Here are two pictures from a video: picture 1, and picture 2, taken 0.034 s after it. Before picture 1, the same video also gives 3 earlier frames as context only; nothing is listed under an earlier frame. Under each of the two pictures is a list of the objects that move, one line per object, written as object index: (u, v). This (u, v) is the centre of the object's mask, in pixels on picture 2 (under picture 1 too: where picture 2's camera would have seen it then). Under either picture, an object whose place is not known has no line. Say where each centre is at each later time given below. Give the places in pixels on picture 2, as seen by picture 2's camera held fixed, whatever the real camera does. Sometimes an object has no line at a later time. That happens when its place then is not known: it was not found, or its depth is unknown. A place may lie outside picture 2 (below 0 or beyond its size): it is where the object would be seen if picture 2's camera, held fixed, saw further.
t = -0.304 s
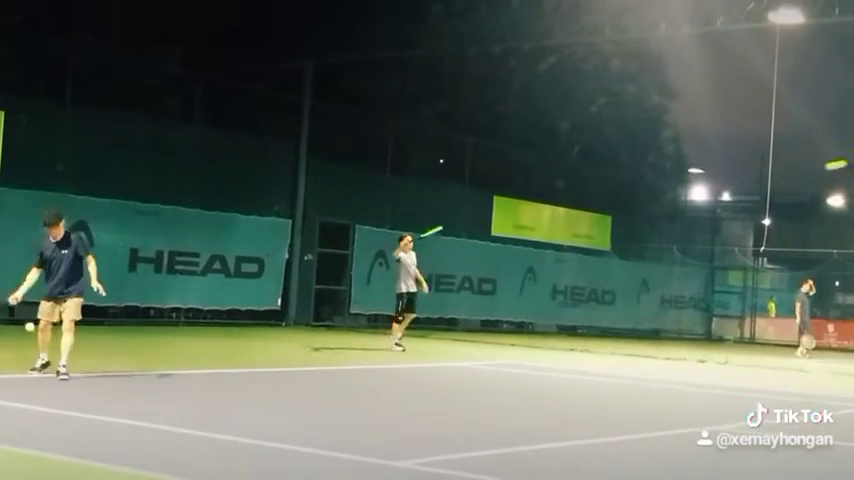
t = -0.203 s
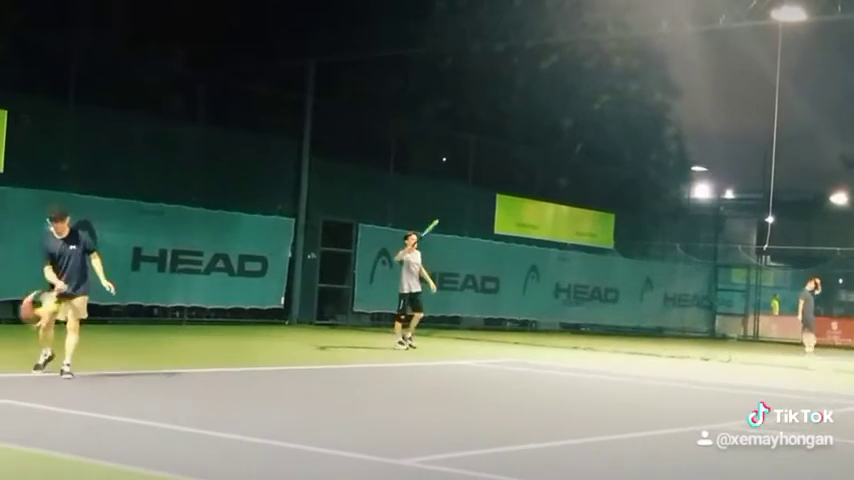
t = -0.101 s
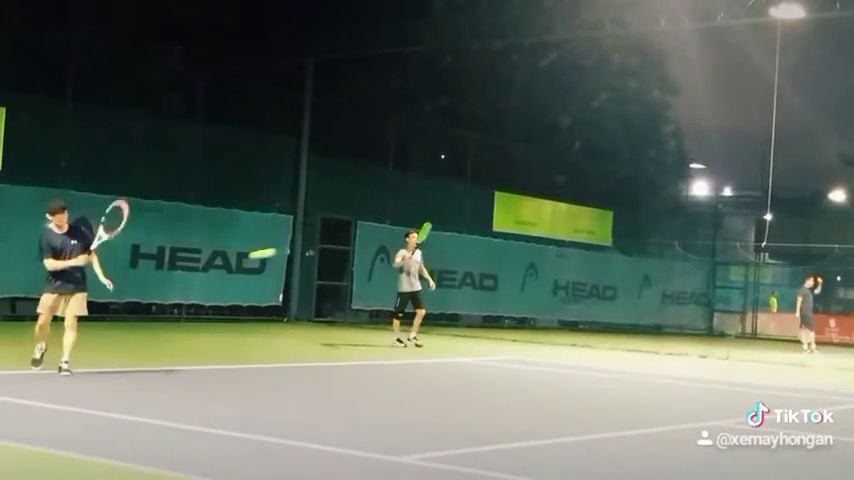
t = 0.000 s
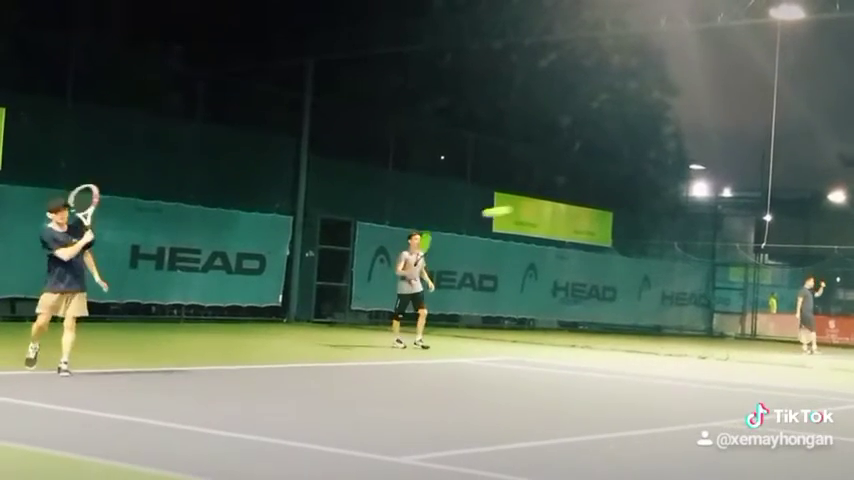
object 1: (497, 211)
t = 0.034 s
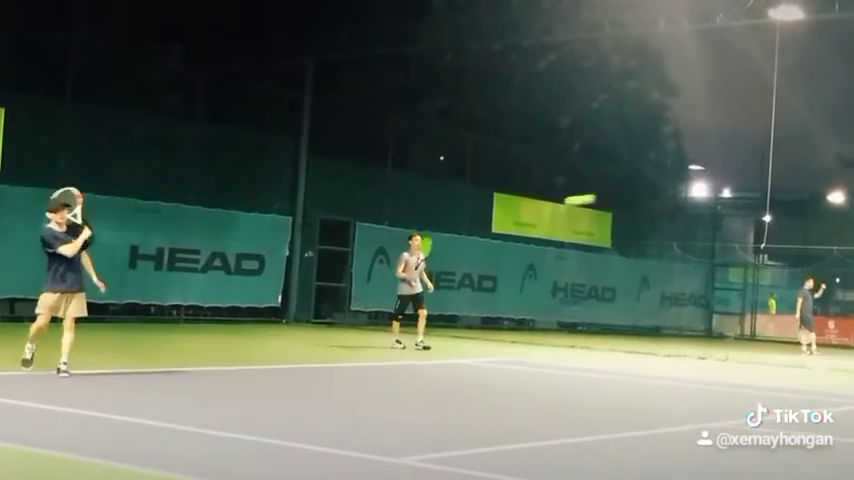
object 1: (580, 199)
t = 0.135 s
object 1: (845, 170)
